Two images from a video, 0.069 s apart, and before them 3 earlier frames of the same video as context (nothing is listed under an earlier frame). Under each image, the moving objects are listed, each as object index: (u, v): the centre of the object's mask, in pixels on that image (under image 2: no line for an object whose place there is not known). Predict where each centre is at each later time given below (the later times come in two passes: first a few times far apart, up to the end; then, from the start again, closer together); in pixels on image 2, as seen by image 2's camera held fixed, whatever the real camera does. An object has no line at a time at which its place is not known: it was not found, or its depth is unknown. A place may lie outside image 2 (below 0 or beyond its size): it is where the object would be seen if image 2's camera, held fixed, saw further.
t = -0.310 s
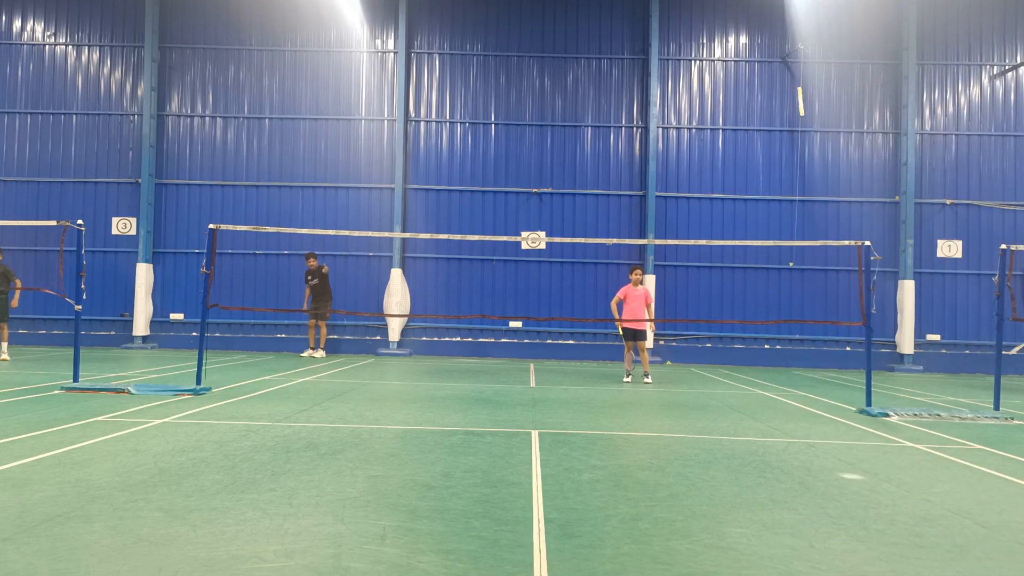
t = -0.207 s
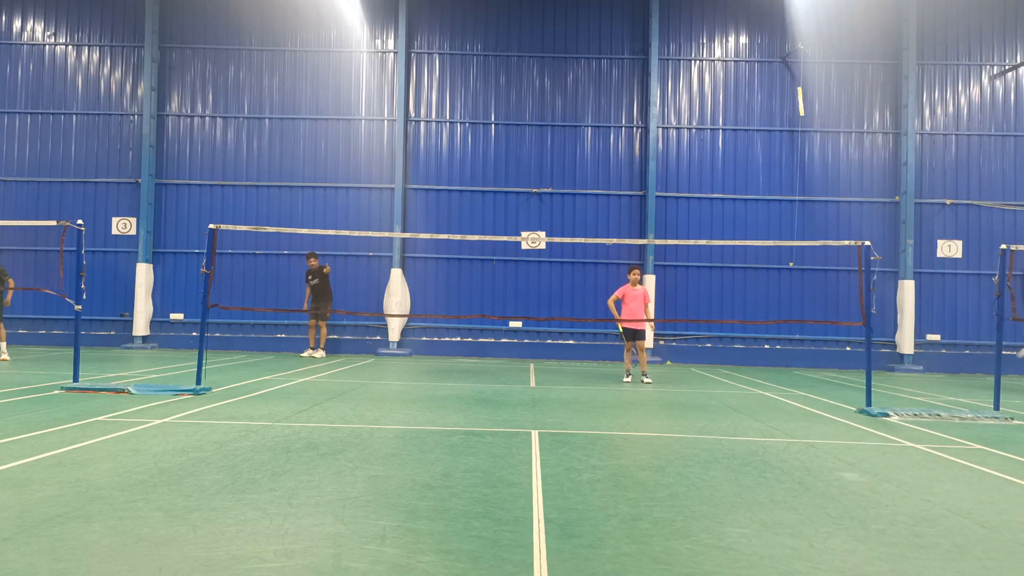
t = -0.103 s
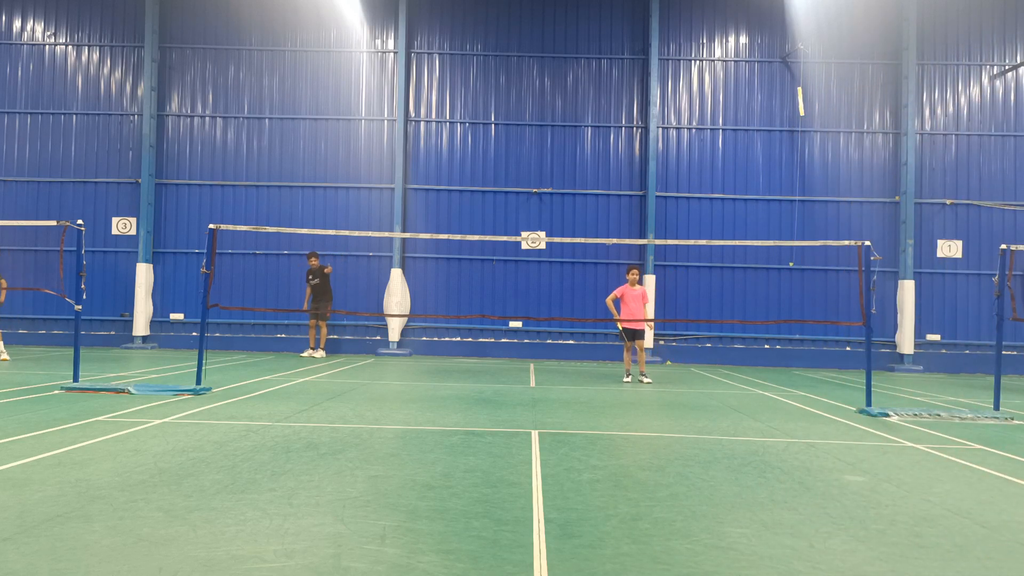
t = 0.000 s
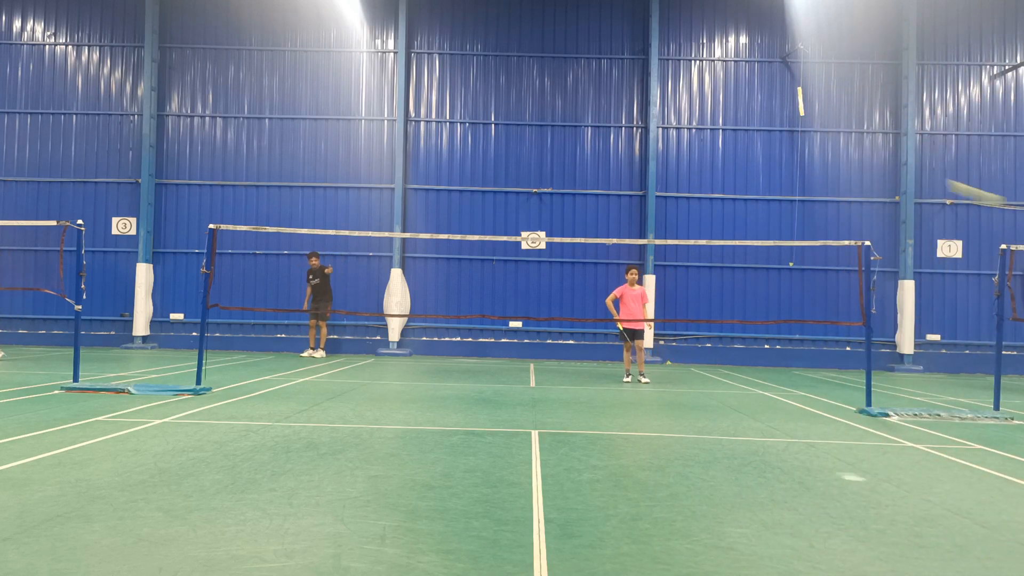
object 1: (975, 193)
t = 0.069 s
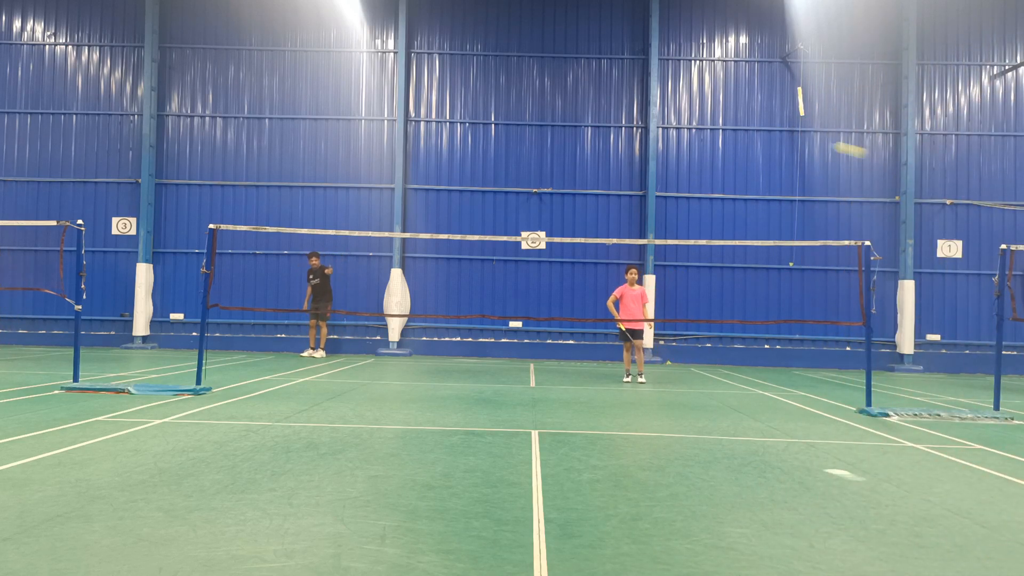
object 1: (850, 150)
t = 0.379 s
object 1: (646, 133)
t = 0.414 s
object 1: (635, 138)
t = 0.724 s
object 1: (571, 208)
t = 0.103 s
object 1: (807, 139)
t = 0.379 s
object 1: (646, 133)
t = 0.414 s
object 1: (635, 138)
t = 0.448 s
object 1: (626, 143)
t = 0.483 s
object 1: (617, 149)
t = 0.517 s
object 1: (609, 156)
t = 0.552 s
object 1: (601, 163)
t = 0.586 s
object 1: (594, 171)
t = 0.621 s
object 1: (588, 180)
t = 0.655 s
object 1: (582, 188)
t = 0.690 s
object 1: (577, 198)
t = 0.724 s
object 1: (571, 208)
